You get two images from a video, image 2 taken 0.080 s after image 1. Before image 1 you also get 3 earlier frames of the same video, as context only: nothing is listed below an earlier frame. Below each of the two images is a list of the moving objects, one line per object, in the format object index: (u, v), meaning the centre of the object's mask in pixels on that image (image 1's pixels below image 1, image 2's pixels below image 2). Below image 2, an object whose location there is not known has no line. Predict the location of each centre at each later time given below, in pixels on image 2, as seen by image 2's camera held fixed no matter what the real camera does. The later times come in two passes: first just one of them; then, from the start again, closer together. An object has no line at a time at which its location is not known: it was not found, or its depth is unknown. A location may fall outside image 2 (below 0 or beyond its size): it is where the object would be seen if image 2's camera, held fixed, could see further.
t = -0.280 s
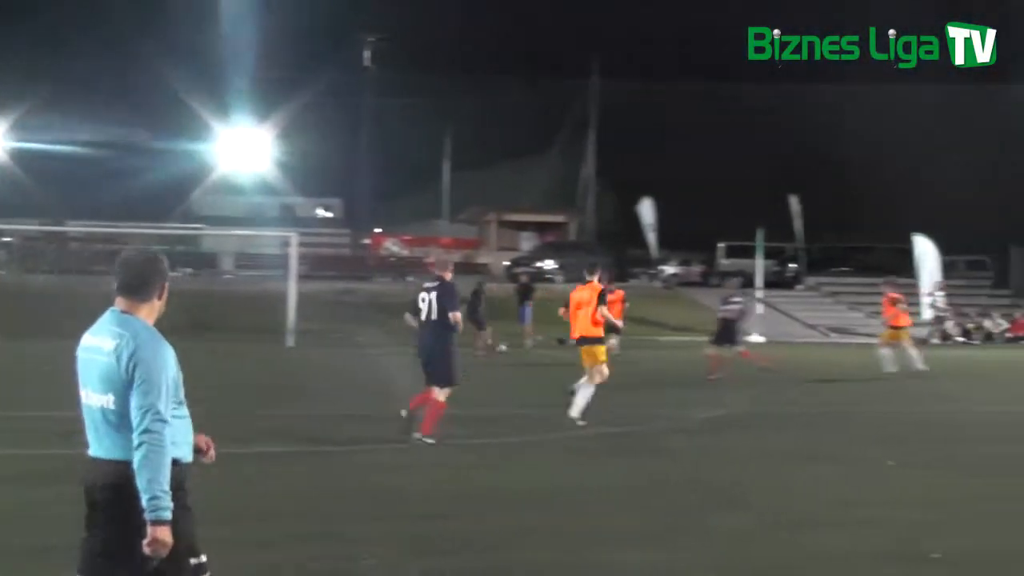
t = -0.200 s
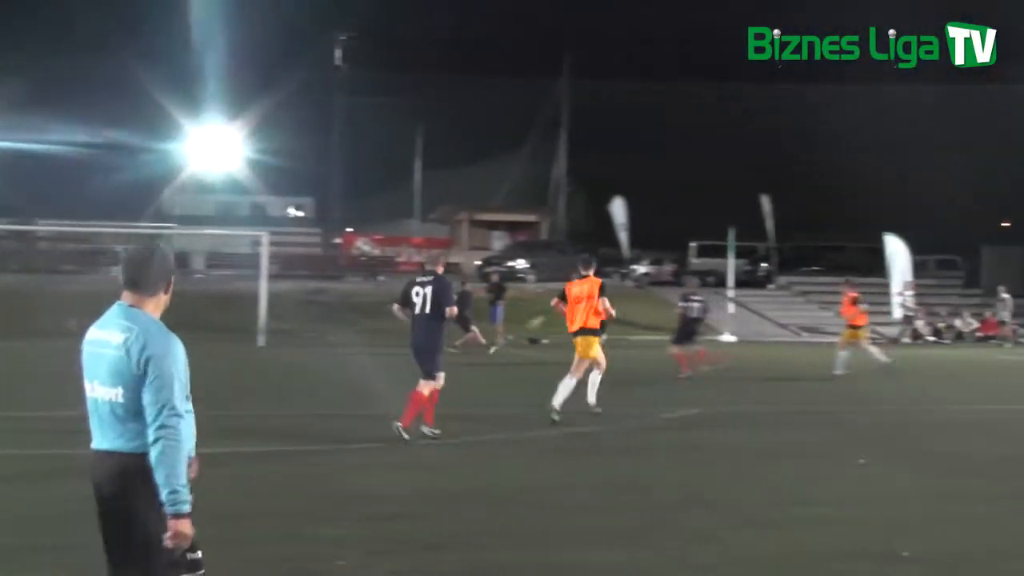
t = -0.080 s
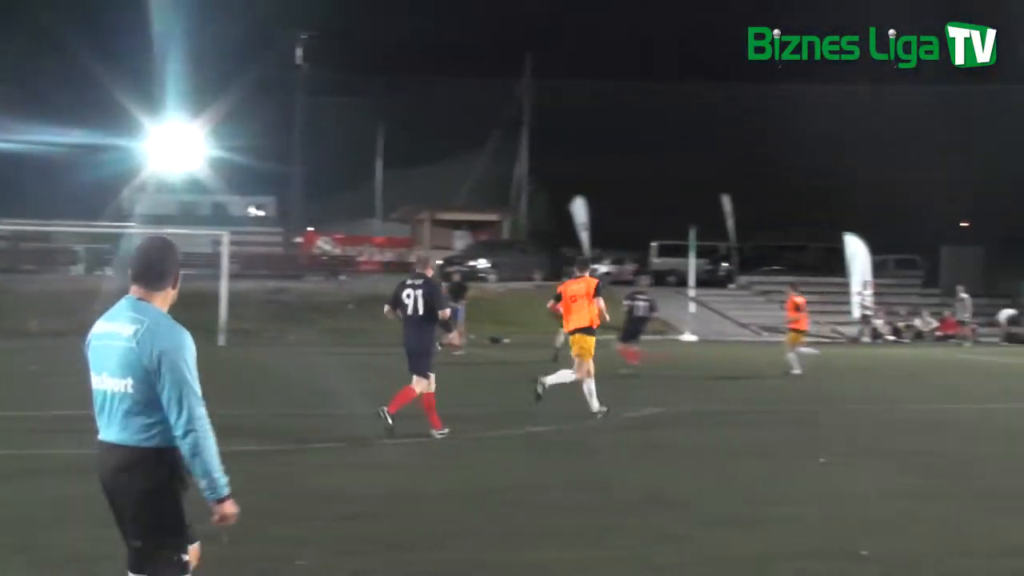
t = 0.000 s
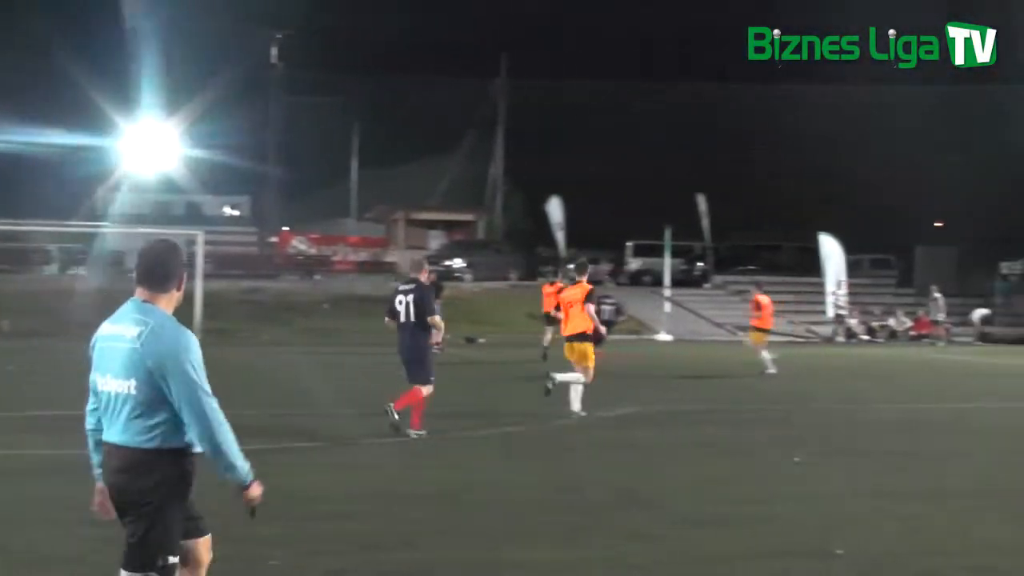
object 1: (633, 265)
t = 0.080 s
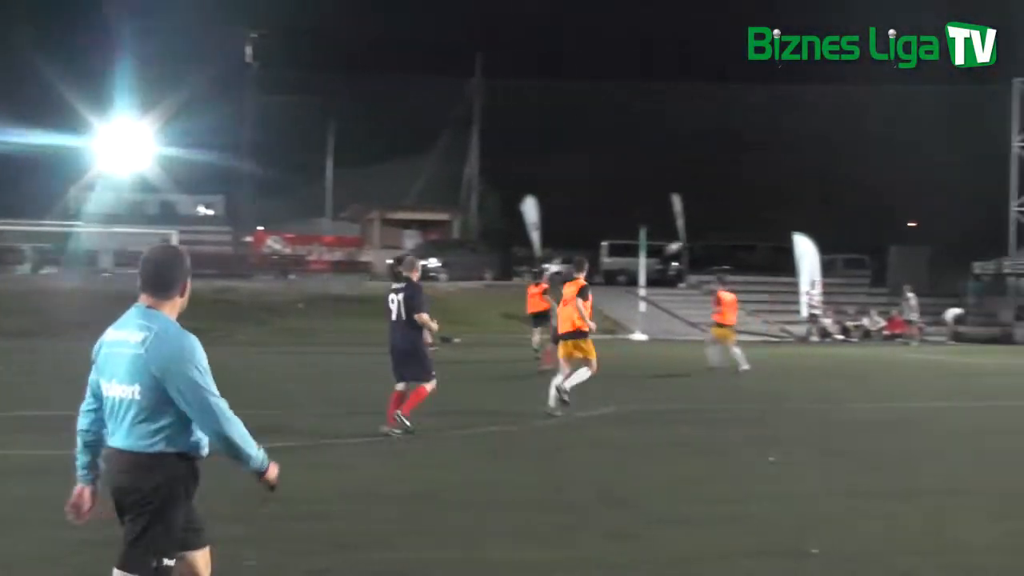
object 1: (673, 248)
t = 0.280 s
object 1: (839, 210)
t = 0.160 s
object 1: (738, 231)
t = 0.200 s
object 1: (771, 224)
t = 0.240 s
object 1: (805, 217)
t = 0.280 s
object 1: (839, 210)
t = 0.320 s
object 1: (873, 205)
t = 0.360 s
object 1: (908, 200)
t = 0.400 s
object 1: (945, 196)
